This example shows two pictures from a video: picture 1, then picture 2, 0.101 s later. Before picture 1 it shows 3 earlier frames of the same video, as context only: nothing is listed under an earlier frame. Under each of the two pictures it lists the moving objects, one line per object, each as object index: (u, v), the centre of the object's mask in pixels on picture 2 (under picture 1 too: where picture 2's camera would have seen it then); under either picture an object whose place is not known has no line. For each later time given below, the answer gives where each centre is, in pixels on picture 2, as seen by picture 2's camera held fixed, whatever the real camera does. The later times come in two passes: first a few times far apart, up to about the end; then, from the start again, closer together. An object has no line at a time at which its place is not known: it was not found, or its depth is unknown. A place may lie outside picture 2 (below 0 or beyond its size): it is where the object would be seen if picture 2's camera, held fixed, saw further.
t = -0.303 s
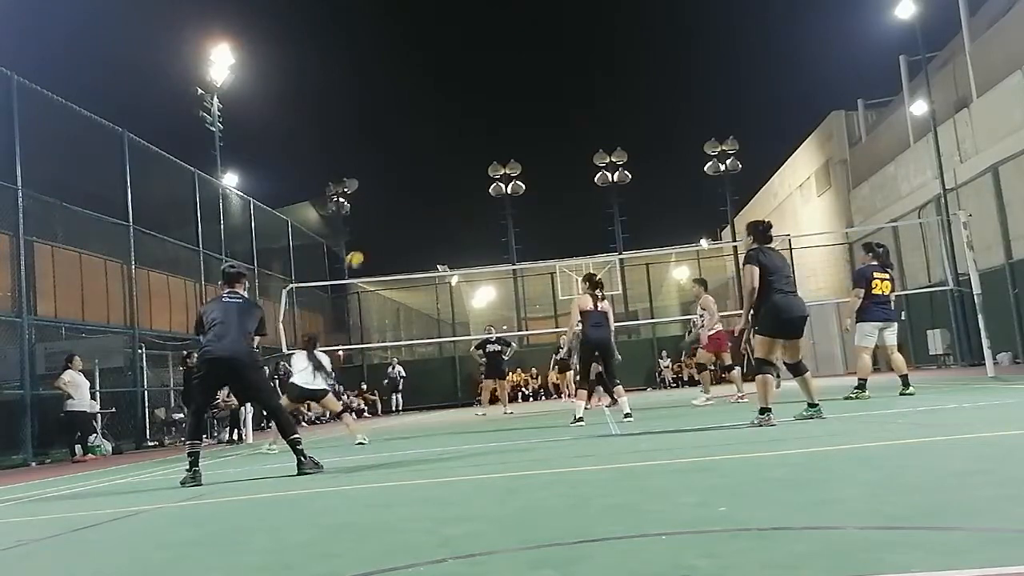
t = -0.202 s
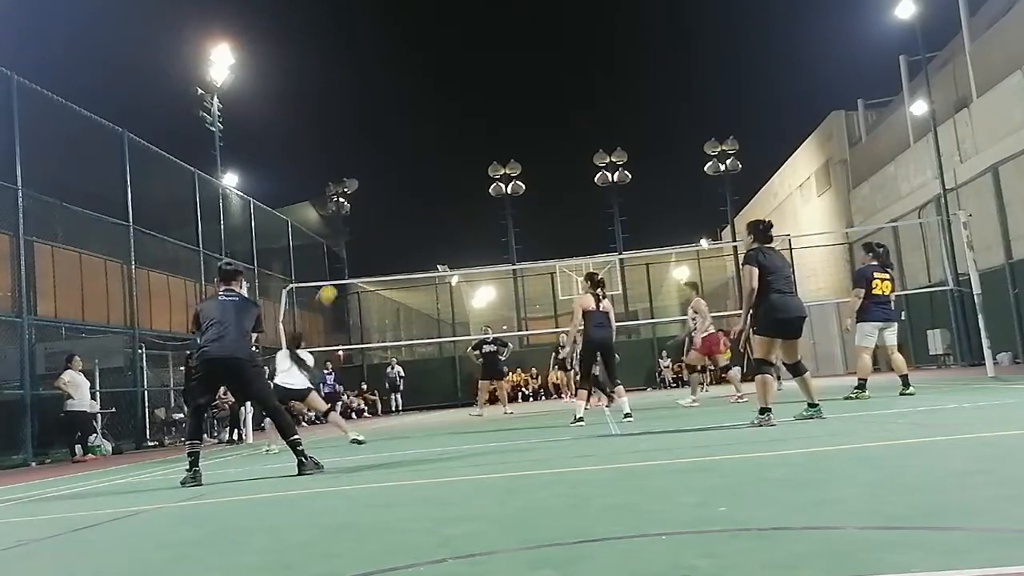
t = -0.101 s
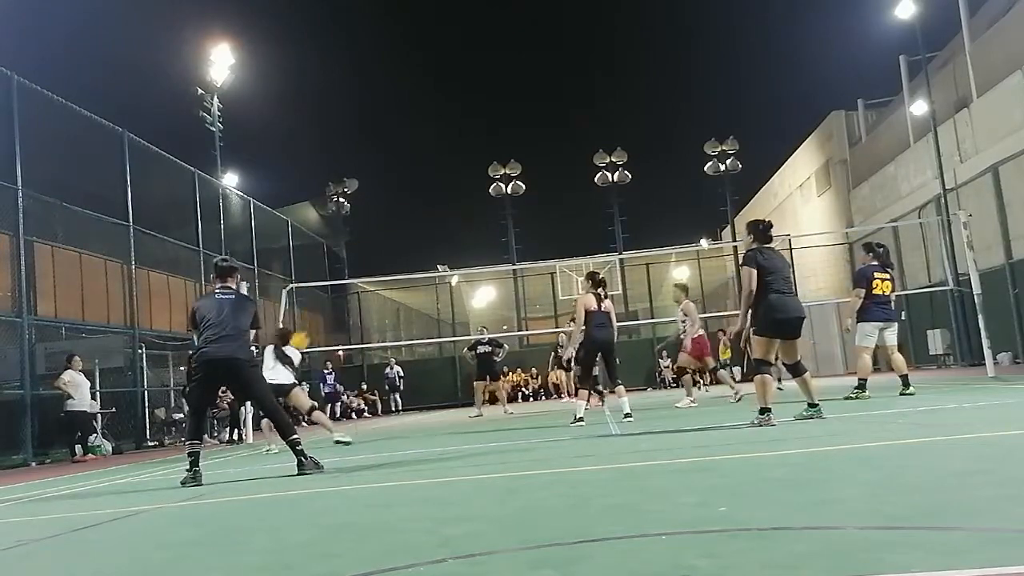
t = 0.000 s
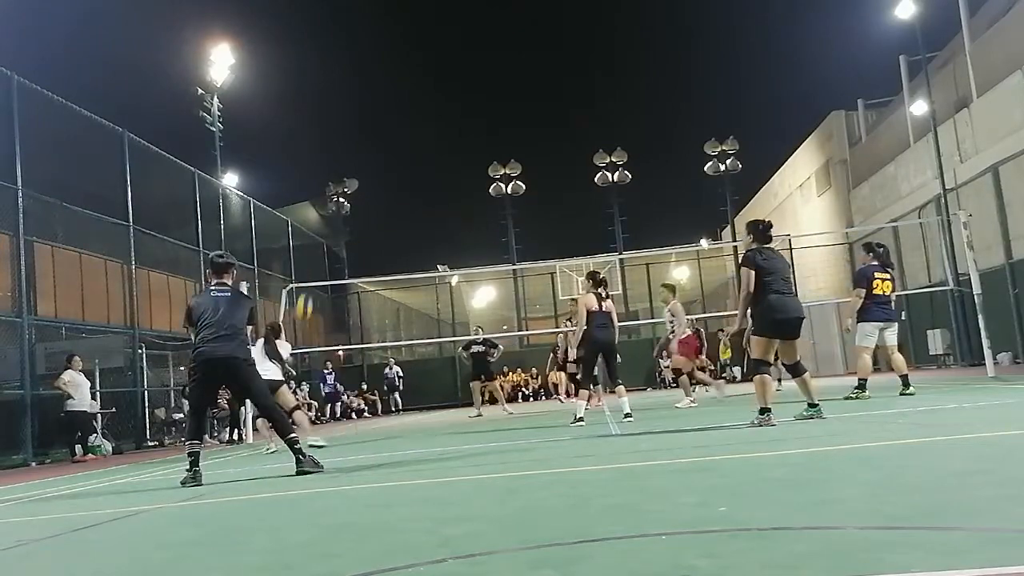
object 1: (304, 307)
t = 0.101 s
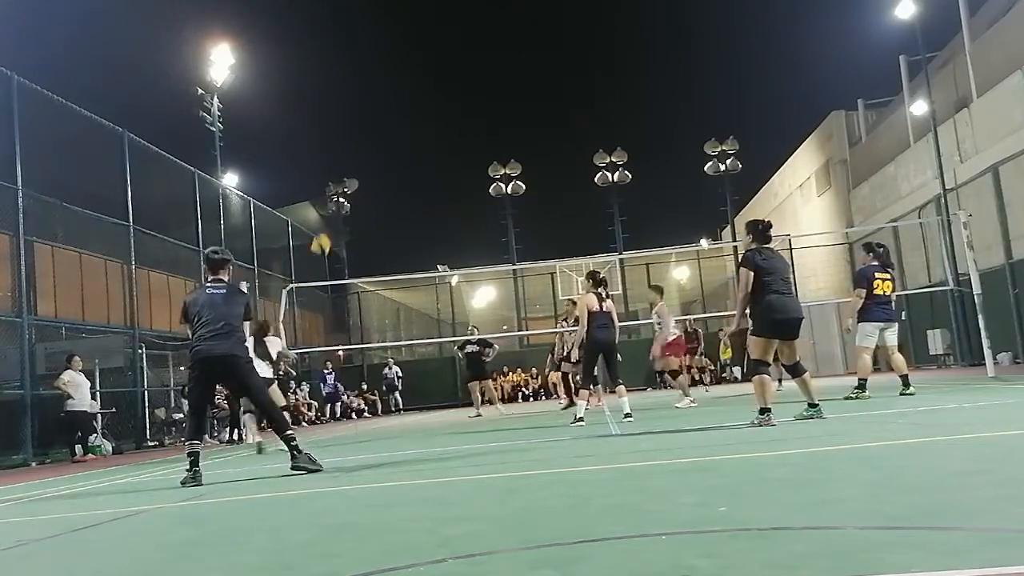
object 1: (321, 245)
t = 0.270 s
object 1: (349, 169)
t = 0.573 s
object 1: (401, 96)
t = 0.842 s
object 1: (446, 93)
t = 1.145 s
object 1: (500, 149)
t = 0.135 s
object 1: (327, 227)
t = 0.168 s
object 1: (333, 210)
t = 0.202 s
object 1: (338, 196)
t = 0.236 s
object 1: (344, 183)
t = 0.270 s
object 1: (349, 169)
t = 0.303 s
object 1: (355, 156)
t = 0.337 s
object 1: (361, 145)
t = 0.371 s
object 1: (367, 135)
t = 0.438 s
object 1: (377, 119)
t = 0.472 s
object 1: (383, 113)
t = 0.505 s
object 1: (389, 106)
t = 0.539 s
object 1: (395, 101)
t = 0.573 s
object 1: (401, 96)
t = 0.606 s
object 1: (406, 93)
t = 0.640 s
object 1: (412, 91)
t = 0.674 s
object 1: (417, 89)
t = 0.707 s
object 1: (423, 89)
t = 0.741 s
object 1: (430, 88)
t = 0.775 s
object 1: (435, 89)
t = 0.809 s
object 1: (441, 90)
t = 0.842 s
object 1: (446, 93)
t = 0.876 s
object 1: (452, 96)
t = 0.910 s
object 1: (458, 101)
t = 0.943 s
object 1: (464, 105)
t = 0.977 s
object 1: (471, 111)
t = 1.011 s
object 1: (476, 117)
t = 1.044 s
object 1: (482, 123)
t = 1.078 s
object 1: (488, 131)
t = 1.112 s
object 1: (494, 140)
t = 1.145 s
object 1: (500, 149)
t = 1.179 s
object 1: (505, 158)
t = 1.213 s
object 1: (512, 168)
